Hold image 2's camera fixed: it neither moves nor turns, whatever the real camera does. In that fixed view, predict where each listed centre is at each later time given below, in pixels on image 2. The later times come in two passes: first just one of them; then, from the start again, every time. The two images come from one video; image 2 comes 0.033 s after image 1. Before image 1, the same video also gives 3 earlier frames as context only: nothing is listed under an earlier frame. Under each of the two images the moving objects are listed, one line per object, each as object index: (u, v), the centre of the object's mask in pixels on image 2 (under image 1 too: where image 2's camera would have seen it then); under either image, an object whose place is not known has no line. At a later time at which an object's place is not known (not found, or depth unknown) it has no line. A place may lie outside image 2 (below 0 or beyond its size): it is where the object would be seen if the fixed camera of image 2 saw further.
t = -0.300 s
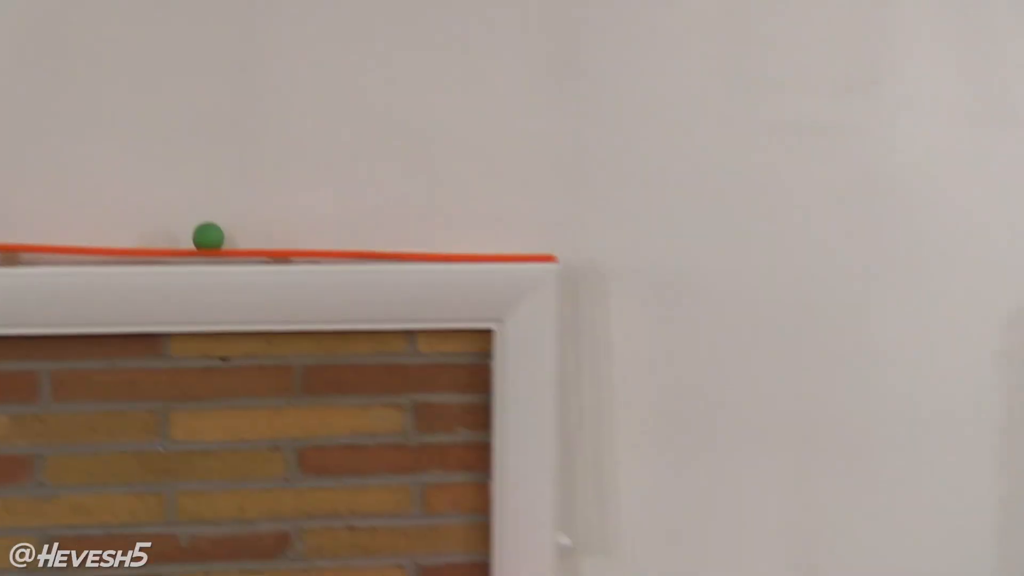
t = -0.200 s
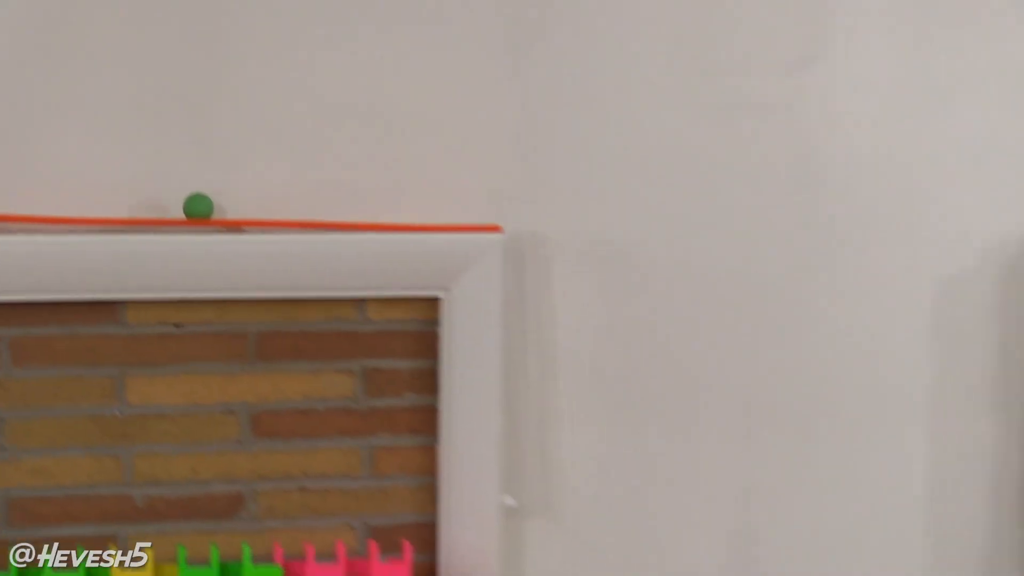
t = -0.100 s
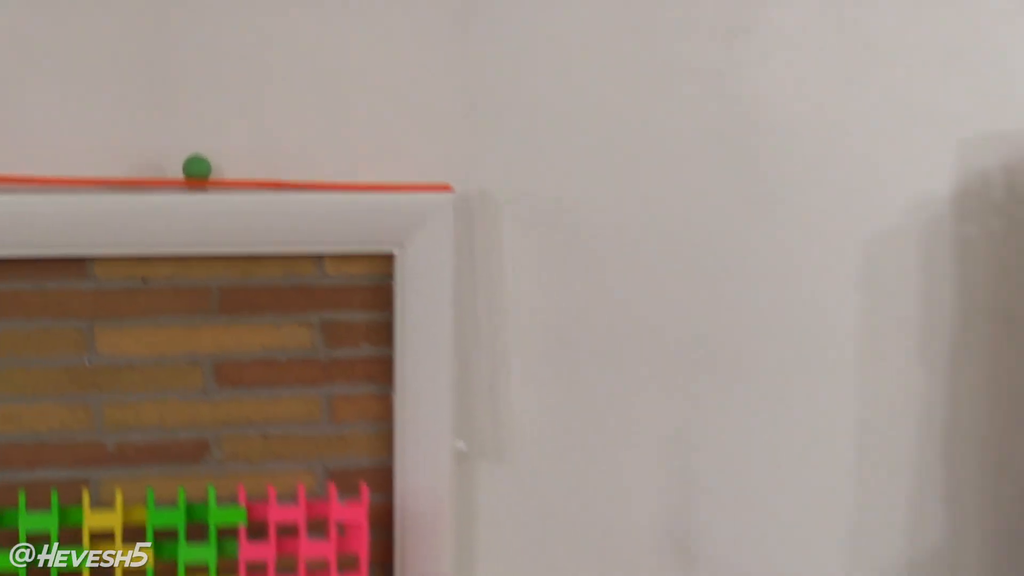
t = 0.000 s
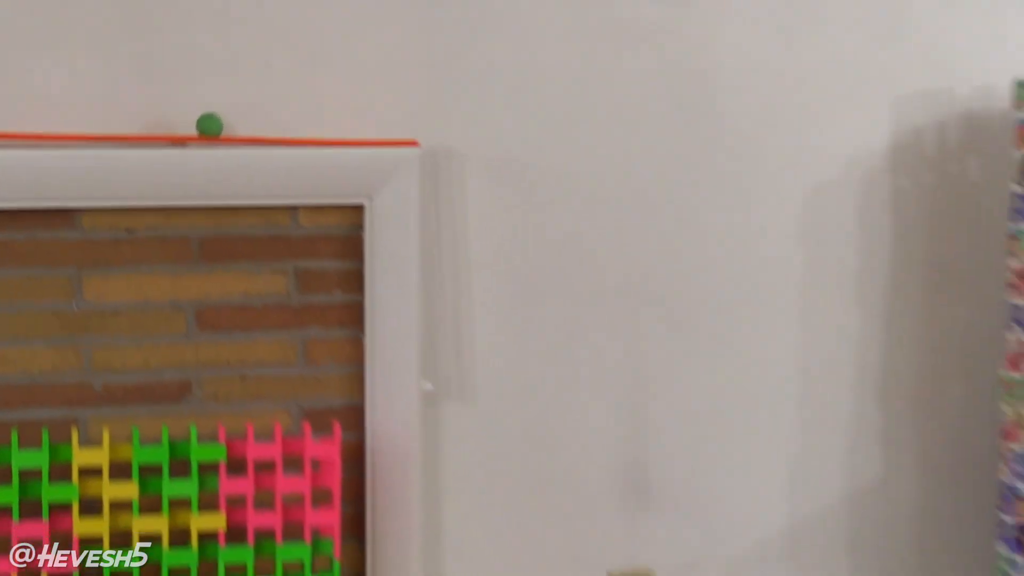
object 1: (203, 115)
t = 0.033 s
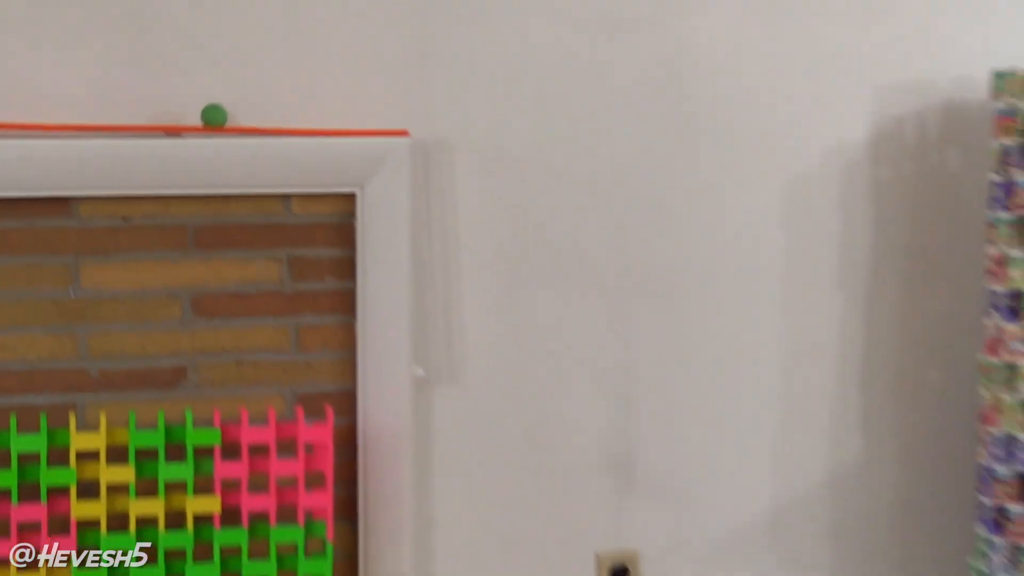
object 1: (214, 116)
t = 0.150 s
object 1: (252, 117)
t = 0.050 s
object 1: (219, 116)
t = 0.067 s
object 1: (225, 116)
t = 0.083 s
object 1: (231, 117)
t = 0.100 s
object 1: (236, 117)
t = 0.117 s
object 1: (242, 117)
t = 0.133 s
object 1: (247, 118)
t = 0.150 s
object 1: (252, 117)
